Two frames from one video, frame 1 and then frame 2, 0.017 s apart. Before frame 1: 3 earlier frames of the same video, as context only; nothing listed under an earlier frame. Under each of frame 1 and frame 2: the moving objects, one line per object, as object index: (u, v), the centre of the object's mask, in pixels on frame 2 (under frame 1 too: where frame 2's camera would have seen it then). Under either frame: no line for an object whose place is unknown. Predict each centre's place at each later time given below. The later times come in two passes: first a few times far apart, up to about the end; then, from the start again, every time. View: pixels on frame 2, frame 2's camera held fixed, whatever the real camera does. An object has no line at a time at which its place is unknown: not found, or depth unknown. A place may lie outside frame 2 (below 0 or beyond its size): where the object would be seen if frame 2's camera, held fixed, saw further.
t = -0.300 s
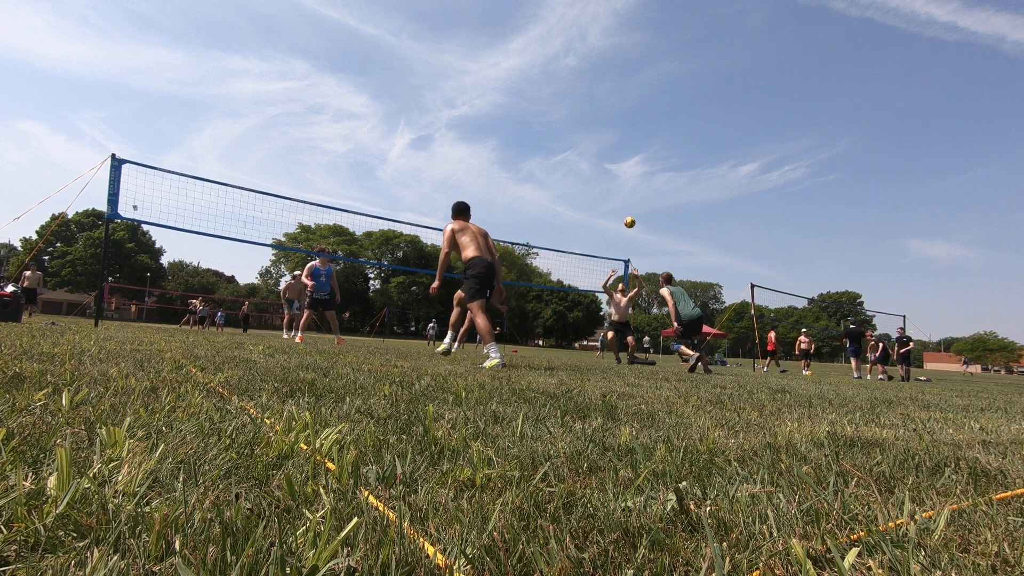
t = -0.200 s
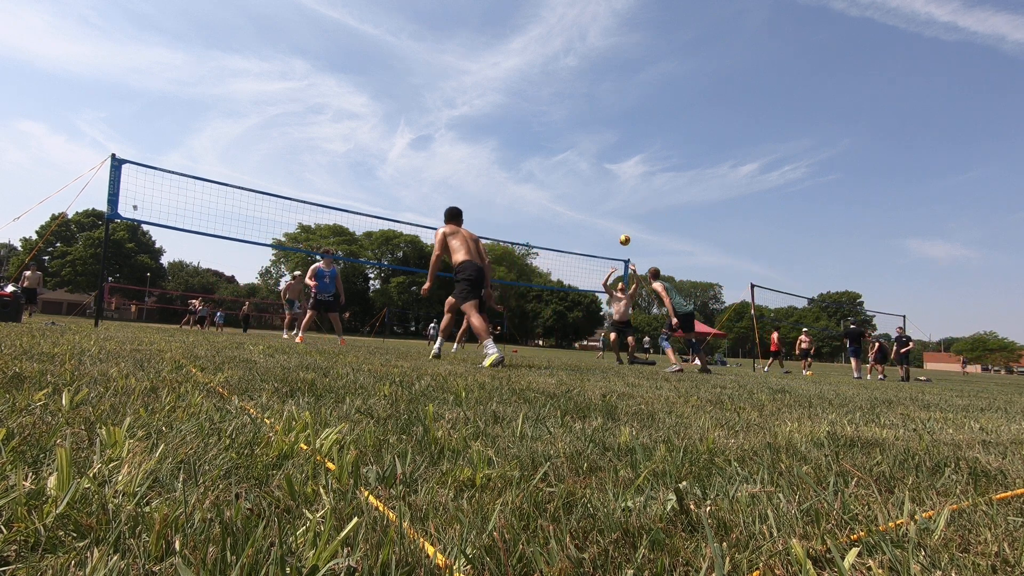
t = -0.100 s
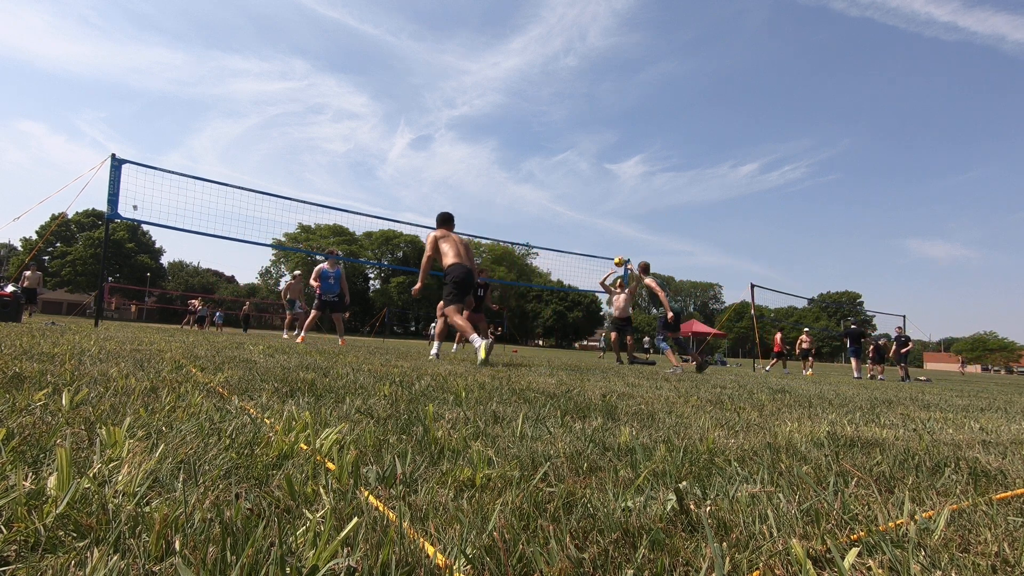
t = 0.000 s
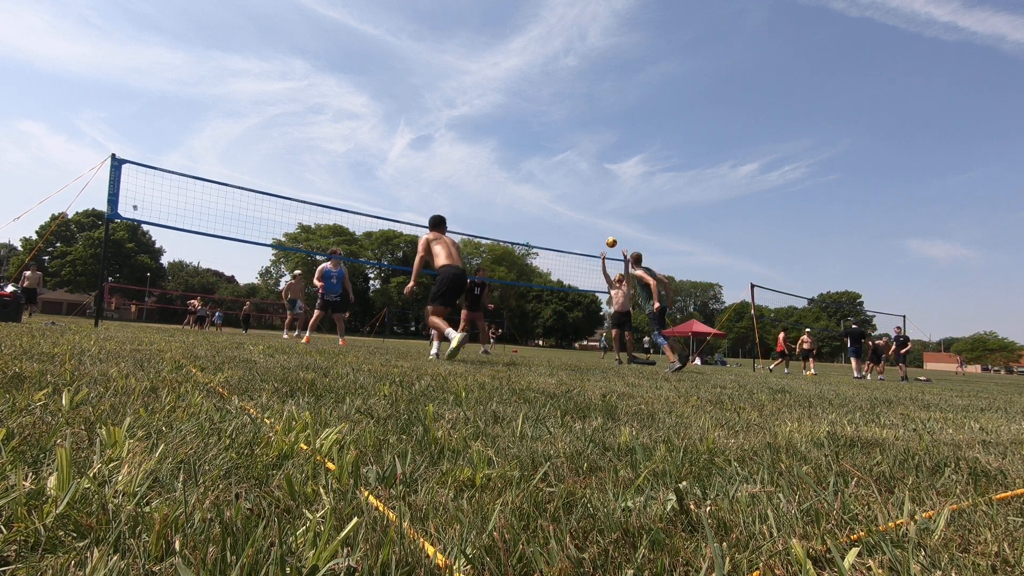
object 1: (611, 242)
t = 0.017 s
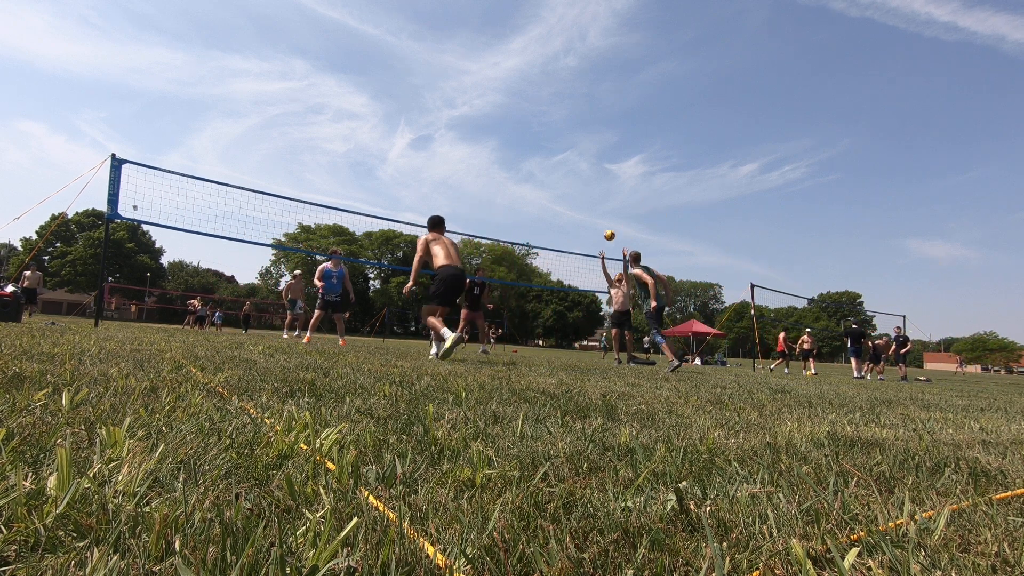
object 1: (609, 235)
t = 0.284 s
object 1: (574, 142)
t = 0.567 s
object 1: (534, 79)
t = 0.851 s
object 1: (489, 56)
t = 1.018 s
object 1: (459, 64)
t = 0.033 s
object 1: (607, 229)
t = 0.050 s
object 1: (605, 222)
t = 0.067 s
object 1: (603, 215)
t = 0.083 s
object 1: (601, 208)
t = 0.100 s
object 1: (599, 202)
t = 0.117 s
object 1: (596, 196)
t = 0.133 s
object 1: (594, 190)
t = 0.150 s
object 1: (592, 184)
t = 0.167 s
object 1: (590, 178)
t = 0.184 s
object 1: (588, 173)
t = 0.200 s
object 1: (585, 167)
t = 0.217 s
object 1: (583, 162)
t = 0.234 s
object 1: (581, 157)
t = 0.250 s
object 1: (578, 151)
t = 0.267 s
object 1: (576, 147)
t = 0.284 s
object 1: (574, 142)
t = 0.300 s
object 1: (571, 137)
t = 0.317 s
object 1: (569, 132)
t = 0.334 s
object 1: (567, 128)
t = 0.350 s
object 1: (565, 124)
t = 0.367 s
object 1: (562, 119)
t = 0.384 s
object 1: (560, 115)
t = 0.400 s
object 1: (558, 111)
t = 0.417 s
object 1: (556, 108)
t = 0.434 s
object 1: (553, 104)
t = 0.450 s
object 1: (551, 100)
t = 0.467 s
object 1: (549, 97)
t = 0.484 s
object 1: (546, 93)
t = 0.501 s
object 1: (544, 90)
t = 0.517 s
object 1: (541, 87)
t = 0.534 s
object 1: (539, 84)
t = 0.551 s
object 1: (537, 82)
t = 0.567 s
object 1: (534, 79)
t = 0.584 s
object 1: (532, 76)
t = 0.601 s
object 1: (529, 74)
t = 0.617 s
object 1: (527, 72)
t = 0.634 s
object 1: (524, 70)
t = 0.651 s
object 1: (522, 68)
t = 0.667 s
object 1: (519, 66)
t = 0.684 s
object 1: (516, 64)
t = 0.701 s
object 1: (514, 63)
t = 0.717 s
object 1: (511, 62)
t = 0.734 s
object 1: (508, 60)
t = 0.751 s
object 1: (506, 59)
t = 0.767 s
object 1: (503, 58)
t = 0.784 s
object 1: (500, 58)
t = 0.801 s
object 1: (497, 57)
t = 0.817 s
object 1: (495, 57)
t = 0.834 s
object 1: (492, 56)
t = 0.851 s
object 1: (489, 56)
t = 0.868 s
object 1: (486, 56)
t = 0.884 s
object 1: (483, 57)
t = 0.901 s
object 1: (480, 57)
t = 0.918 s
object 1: (478, 57)
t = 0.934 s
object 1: (475, 58)
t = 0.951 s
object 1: (472, 59)
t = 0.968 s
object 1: (469, 60)
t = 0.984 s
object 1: (466, 61)
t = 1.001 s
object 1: (462, 63)
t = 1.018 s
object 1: (459, 64)
